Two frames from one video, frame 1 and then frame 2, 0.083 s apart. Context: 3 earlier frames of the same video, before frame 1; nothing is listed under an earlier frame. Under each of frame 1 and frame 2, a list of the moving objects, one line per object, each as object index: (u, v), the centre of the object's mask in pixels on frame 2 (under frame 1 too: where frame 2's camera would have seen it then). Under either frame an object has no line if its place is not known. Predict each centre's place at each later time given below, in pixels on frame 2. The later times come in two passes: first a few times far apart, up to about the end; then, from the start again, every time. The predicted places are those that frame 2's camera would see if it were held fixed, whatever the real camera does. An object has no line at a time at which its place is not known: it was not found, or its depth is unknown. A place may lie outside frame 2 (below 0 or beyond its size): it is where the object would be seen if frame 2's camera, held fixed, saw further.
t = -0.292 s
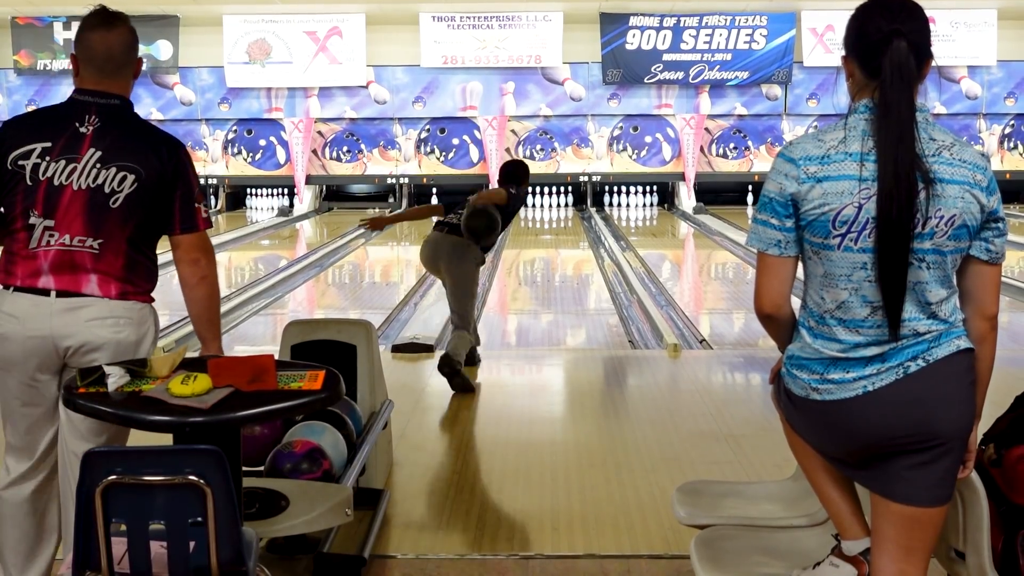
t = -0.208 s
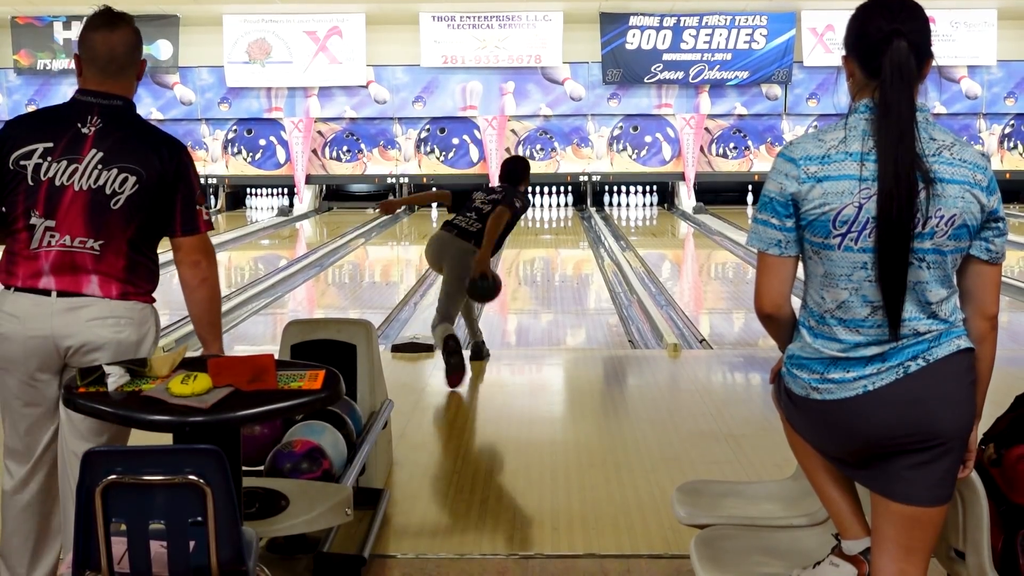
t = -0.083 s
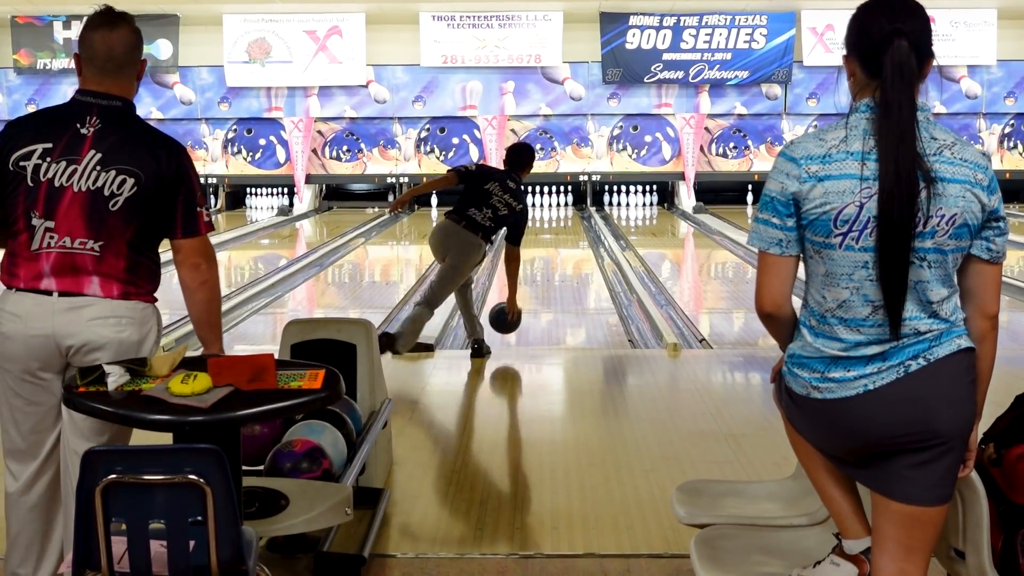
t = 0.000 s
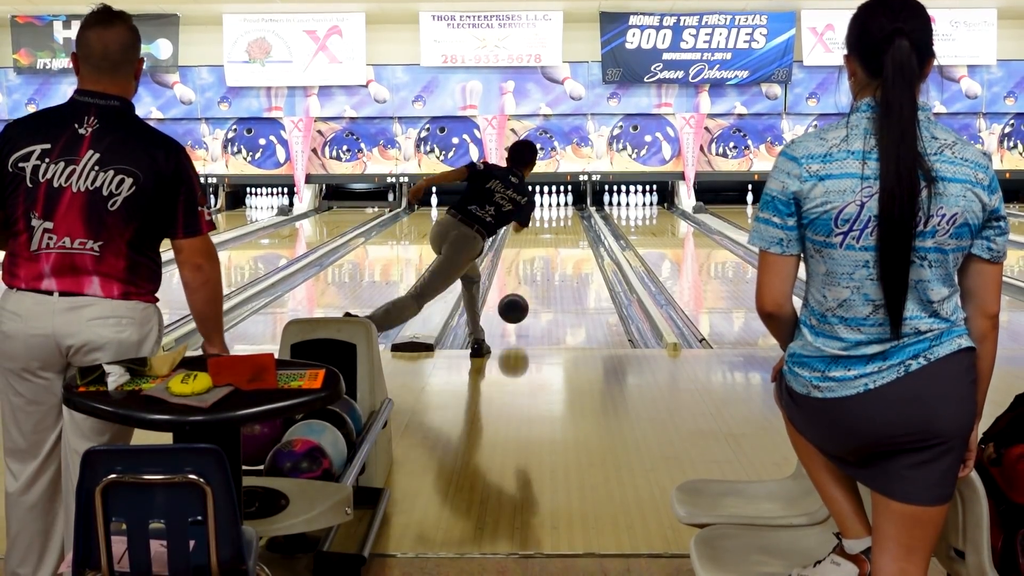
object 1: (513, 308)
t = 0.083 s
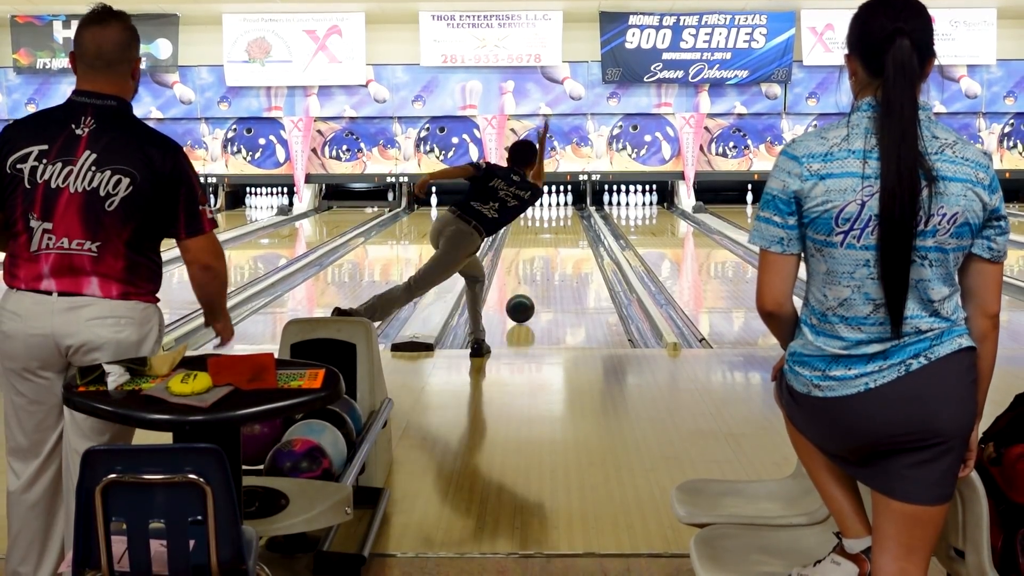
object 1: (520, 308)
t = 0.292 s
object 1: (534, 287)
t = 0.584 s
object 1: (548, 262)
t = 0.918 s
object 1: (558, 242)
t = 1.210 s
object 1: (564, 229)
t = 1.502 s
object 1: (568, 218)
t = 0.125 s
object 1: (523, 304)
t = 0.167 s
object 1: (526, 299)
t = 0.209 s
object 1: (528, 295)
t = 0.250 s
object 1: (532, 290)
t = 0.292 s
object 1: (534, 287)
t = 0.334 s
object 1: (536, 282)
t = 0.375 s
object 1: (538, 279)
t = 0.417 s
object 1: (541, 275)
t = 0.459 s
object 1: (542, 272)
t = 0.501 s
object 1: (538, 269)
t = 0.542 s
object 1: (548, 266)
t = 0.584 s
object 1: (548, 262)
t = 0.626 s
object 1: (549, 260)
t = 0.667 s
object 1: (551, 256)
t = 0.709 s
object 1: (552, 254)
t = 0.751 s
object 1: (554, 251)
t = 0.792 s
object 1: (555, 249)
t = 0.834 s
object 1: (556, 246)
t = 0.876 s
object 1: (557, 244)
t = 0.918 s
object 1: (558, 242)
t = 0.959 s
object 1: (559, 240)
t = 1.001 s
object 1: (560, 238)
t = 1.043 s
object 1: (561, 236)
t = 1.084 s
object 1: (562, 234)
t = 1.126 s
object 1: (563, 233)
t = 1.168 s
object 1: (564, 231)
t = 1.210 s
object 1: (564, 229)
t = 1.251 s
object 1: (565, 227)
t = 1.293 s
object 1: (566, 226)
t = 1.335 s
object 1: (566, 224)
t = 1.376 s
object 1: (567, 223)
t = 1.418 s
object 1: (567, 221)
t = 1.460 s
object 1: (568, 222)
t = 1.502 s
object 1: (568, 218)
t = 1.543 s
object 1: (568, 217)
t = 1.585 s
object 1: (568, 216)
